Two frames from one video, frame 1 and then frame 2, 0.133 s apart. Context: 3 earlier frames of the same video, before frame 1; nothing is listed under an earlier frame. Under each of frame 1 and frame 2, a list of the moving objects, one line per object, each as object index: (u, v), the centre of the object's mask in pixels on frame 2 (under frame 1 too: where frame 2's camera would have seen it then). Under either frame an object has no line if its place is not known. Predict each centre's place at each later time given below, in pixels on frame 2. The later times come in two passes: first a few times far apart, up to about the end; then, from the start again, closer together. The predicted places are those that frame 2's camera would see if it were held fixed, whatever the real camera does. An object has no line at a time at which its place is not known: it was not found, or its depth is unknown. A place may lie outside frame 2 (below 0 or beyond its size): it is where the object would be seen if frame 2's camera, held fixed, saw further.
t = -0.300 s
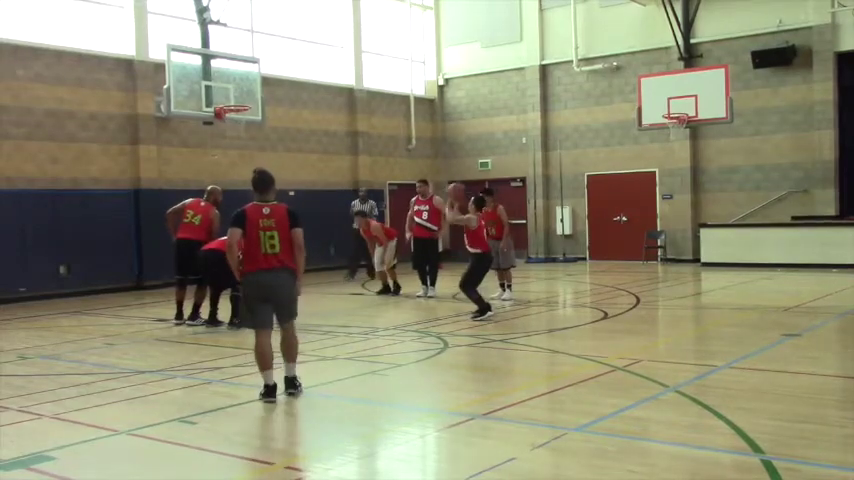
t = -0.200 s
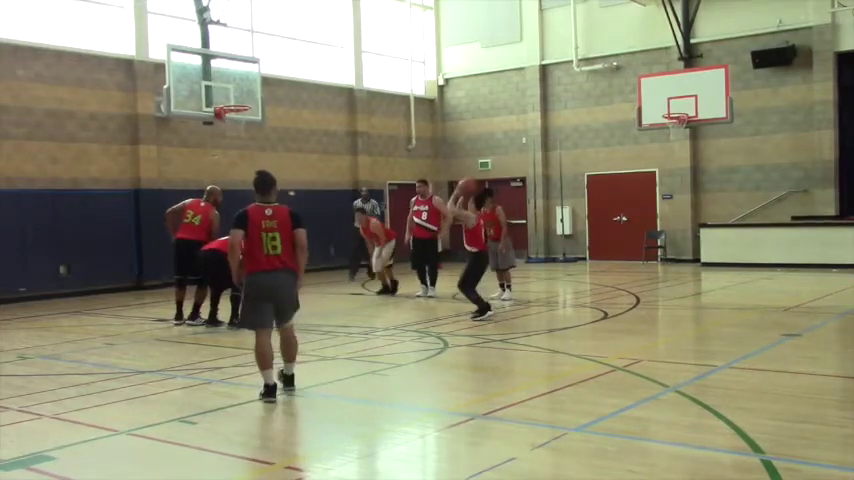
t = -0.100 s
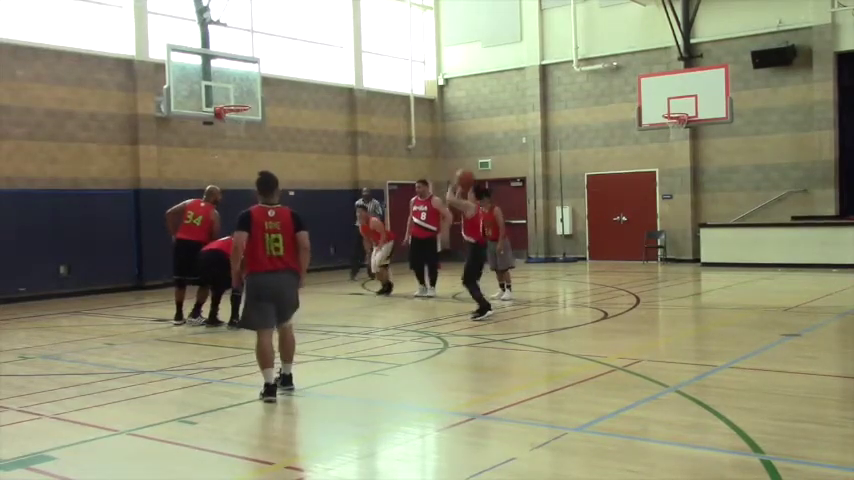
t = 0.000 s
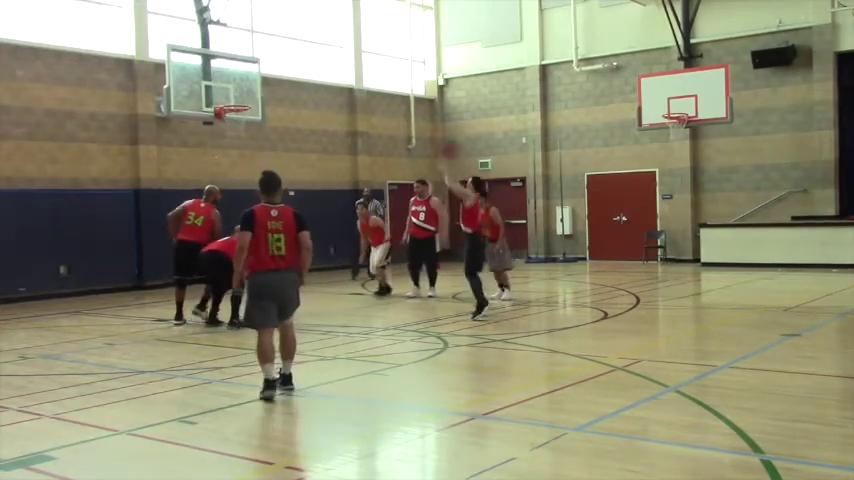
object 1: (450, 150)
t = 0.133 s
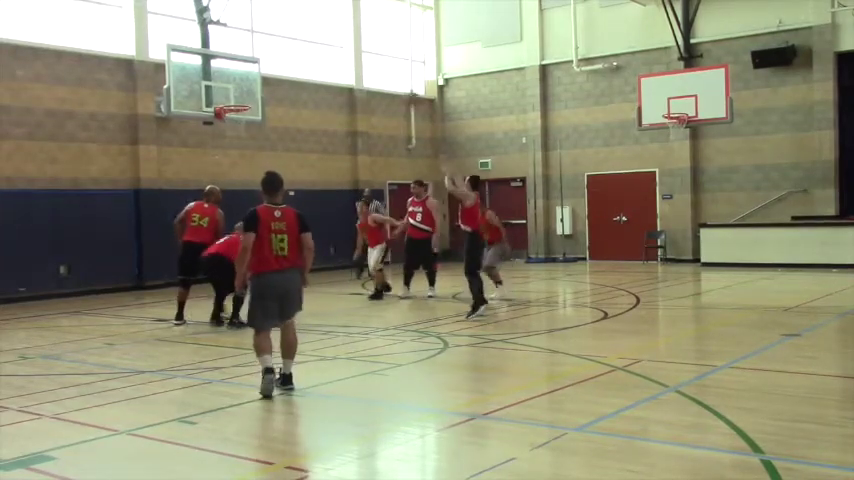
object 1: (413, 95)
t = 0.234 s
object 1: (386, 72)
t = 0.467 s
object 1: (332, 43)
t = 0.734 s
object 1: (279, 57)
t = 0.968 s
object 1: (240, 104)
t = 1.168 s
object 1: (230, 141)
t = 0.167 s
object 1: (402, 89)
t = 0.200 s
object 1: (394, 80)
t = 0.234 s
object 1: (386, 72)
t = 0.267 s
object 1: (378, 65)
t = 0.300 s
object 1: (369, 59)
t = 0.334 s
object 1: (360, 55)
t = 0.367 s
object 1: (355, 50)
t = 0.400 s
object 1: (347, 47)
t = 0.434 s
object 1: (340, 45)
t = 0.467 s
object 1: (332, 43)
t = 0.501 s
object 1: (325, 42)
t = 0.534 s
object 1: (318, 42)
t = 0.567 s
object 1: (311, 43)
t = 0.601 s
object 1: (305, 44)
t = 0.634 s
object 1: (298, 46)
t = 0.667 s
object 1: (291, 49)
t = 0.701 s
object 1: (286, 53)
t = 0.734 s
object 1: (279, 57)
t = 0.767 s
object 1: (273, 62)
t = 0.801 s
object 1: (267, 69)
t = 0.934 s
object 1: (246, 96)
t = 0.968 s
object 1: (240, 104)
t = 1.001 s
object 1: (234, 115)
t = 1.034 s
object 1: (229, 118)
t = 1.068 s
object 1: (229, 125)
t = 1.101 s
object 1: (230, 132)
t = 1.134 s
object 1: (230, 135)
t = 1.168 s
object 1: (230, 141)
